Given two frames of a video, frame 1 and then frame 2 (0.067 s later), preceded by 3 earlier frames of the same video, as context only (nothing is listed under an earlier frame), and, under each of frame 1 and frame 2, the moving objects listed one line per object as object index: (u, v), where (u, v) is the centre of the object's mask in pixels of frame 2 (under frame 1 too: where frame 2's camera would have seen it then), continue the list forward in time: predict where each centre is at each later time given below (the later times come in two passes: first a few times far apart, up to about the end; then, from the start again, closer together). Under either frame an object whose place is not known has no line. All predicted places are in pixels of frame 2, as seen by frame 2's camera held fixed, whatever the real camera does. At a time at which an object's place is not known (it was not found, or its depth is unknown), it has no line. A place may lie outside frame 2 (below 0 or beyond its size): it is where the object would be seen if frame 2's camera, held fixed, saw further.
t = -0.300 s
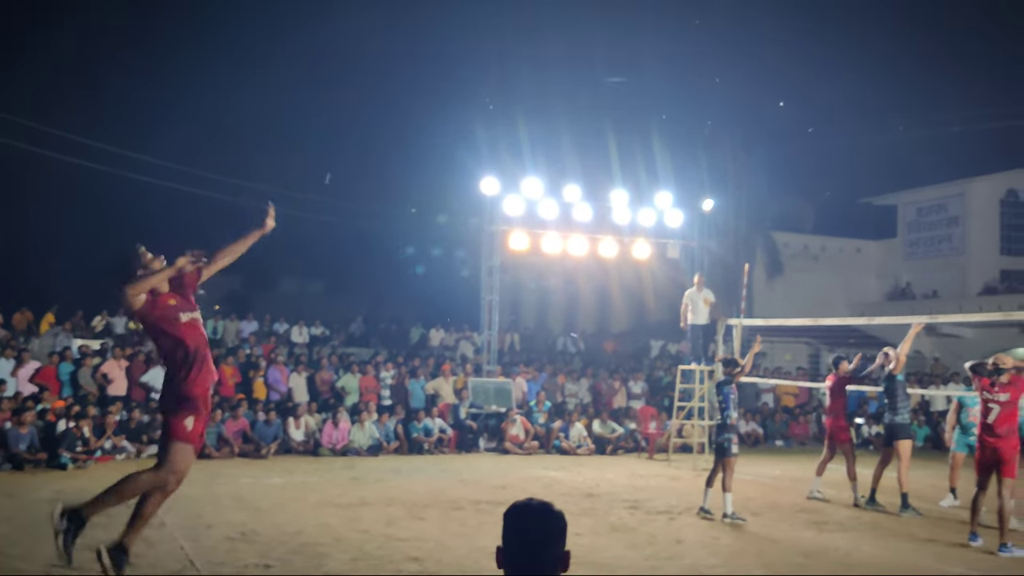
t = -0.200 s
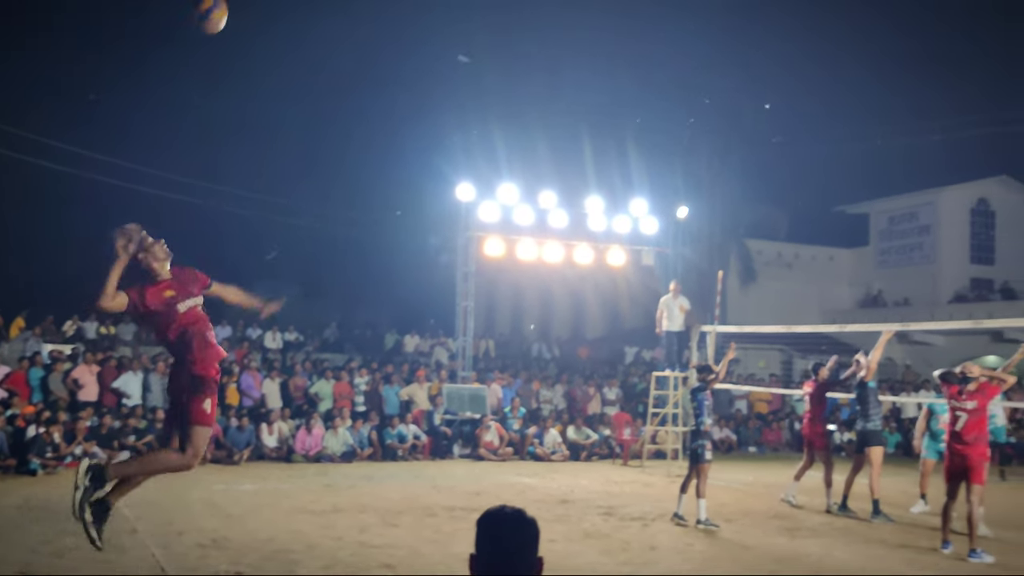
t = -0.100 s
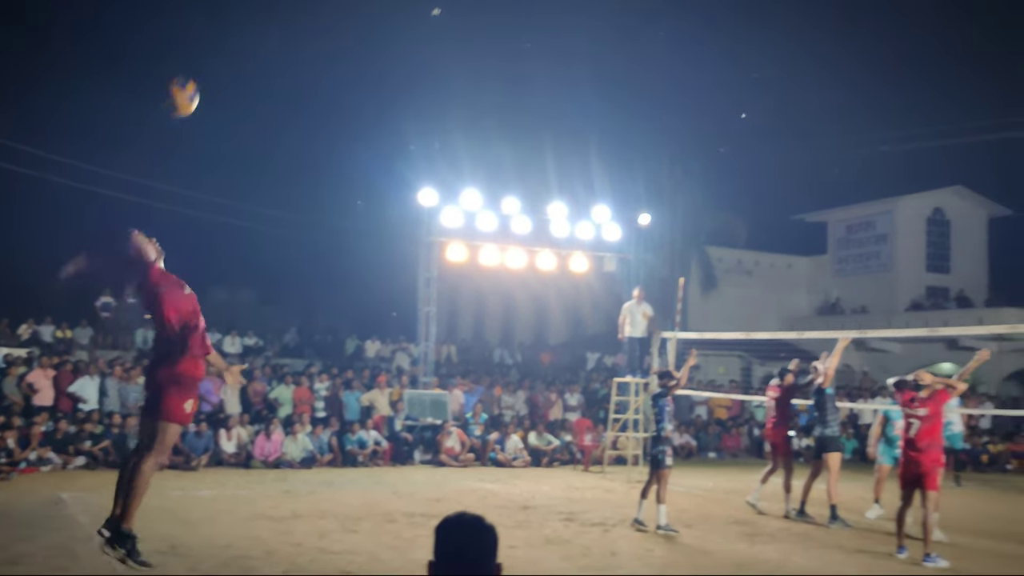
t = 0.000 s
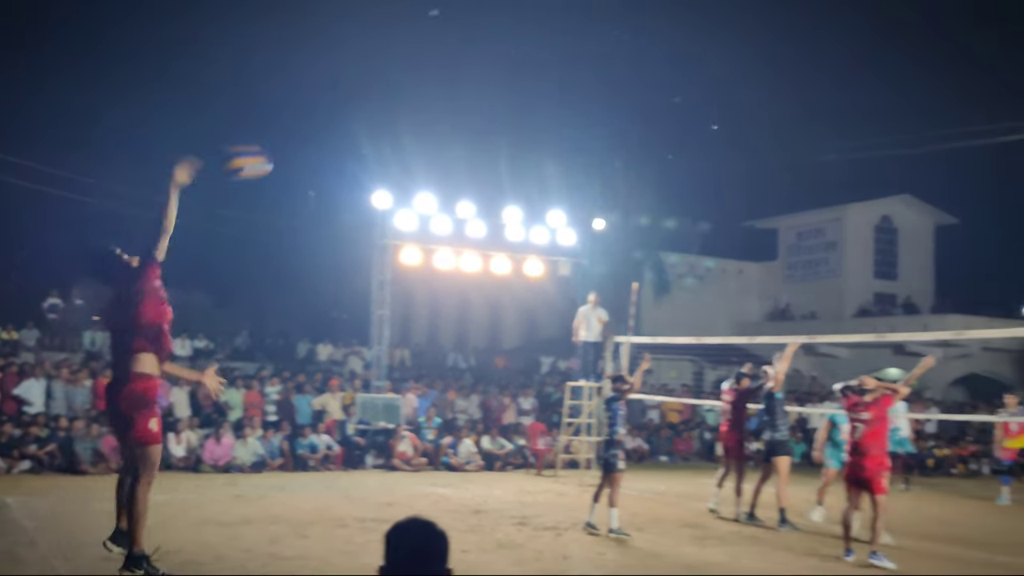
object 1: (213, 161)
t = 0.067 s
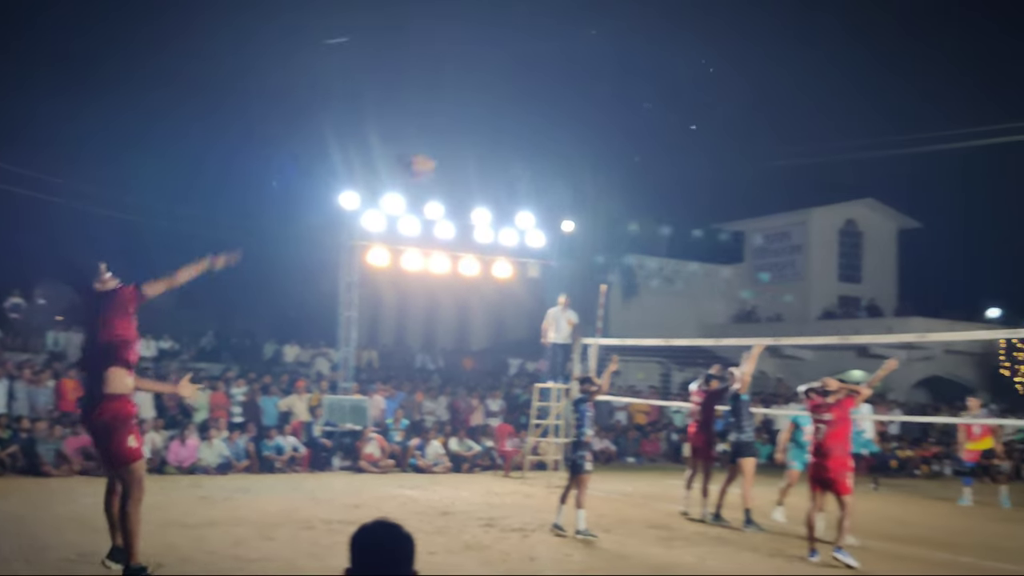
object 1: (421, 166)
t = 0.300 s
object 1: (829, 232)
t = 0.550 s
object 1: (1039, 348)
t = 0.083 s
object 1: (462, 167)
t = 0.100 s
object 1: (501, 171)
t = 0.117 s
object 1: (537, 175)
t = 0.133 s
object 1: (569, 179)
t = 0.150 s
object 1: (601, 183)
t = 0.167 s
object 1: (632, 187)
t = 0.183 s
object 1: (662, 192)
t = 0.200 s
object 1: (690, 197)
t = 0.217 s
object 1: (717, 202)
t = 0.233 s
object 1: (741, 208)
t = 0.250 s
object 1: (765, 213)
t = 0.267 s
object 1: (787, 220)
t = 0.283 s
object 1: (808, 226)
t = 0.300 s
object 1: (829, 232)
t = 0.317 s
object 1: (848, 239)
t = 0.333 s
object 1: (866, 246)
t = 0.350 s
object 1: (884, 253)
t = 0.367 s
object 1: (900, 260)
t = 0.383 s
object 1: (916, 267)
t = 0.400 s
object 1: (931, 275)
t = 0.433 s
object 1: (958, 290)
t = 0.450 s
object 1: (972, 298)
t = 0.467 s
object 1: (984, 306)
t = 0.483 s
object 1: (997, 314)
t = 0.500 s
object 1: (1008, 322)
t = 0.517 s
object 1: (1018, 328)
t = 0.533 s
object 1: (1030, 342)
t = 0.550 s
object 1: (1039, 348)
